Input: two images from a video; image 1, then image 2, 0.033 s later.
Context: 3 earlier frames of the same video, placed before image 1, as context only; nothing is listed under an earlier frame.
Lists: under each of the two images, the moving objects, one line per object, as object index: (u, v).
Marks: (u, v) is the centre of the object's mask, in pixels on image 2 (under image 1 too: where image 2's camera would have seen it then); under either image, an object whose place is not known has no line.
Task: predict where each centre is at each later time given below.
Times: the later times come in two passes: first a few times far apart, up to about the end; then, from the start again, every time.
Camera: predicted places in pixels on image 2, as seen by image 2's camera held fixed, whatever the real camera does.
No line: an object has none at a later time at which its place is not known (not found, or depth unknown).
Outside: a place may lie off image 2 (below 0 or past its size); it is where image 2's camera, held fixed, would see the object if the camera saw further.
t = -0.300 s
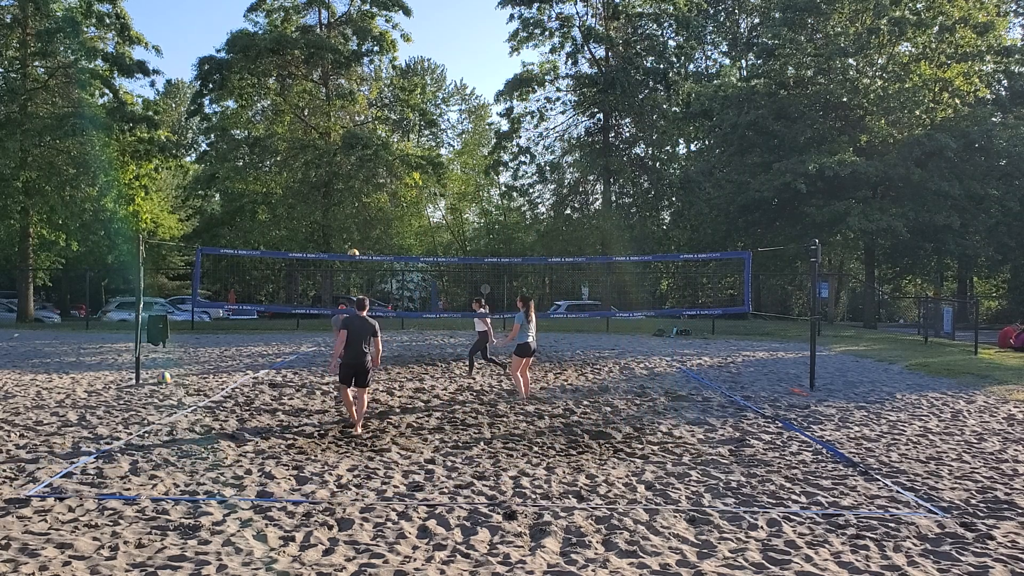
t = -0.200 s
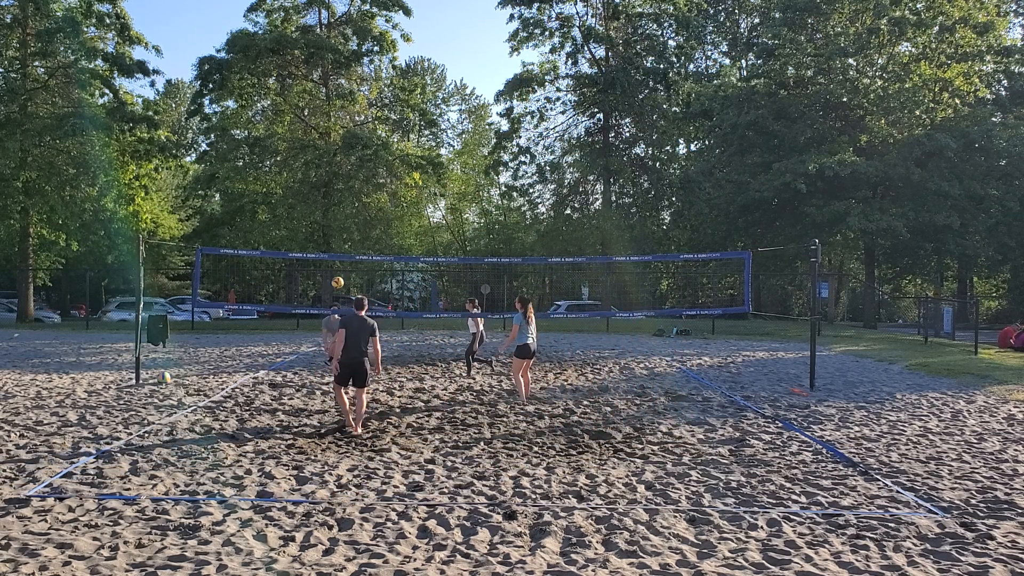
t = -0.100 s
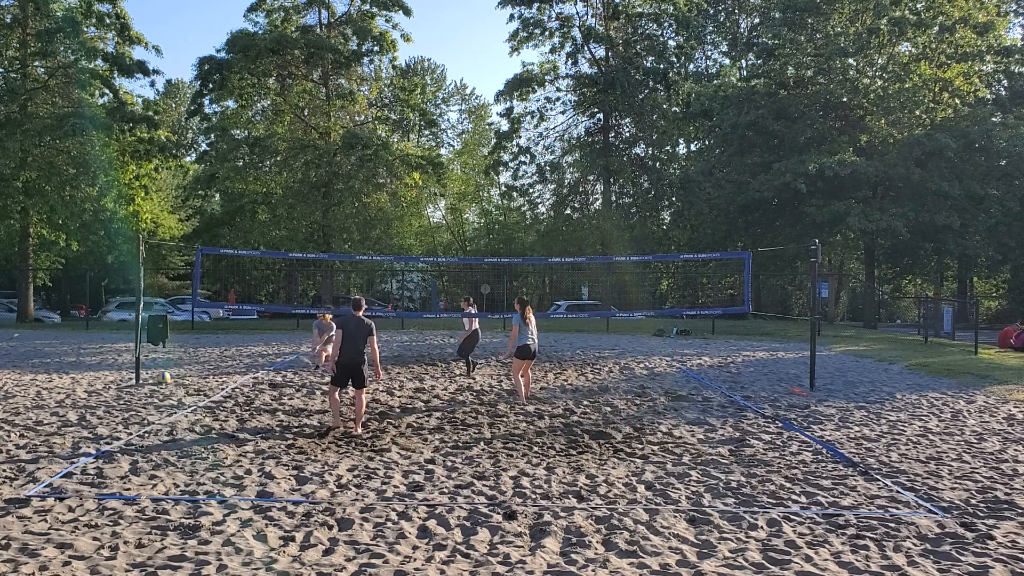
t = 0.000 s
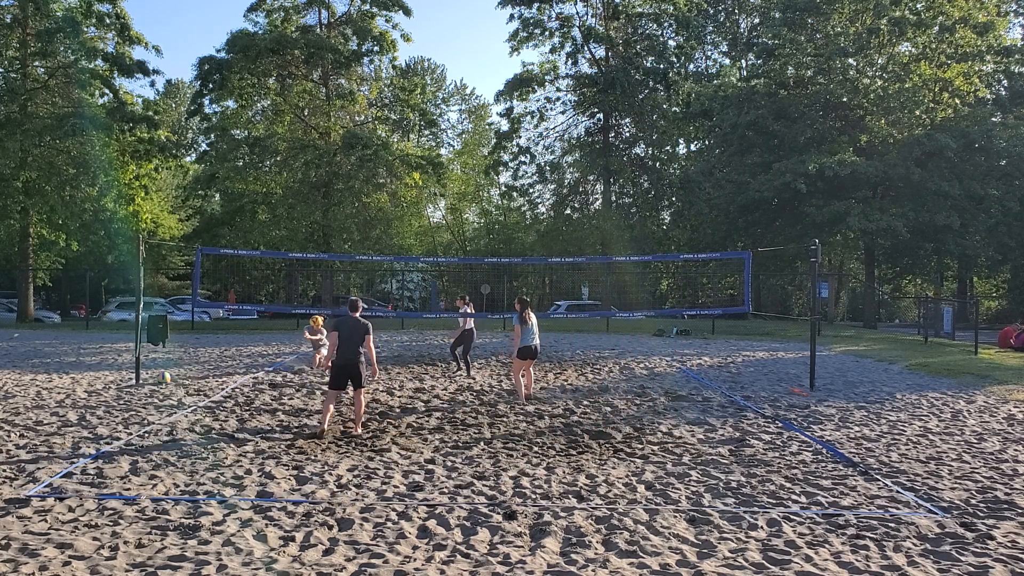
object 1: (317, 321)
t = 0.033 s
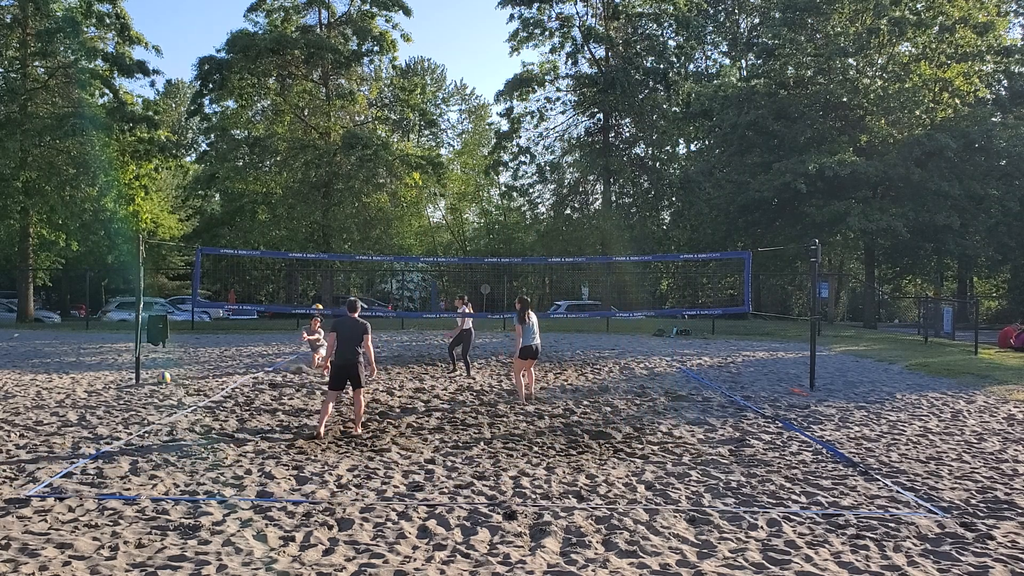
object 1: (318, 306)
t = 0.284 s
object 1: (327, 240)
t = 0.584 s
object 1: (338, 198)
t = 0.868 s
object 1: (348, 202)
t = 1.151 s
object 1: (357, 247)
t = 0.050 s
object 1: (318, 303)
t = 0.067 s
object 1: (318, 298)
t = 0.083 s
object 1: (319, 293)
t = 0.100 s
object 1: (320, 287)
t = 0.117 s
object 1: (320, 283)
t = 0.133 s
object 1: (321, 278)
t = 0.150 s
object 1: (322, 273)
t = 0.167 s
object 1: (322, 268)
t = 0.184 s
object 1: (323, 264)
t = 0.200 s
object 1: (324, 262)
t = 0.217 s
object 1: (325, 252)
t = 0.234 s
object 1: (325, 250)
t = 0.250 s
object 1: (326, 248)
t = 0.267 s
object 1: (326, 244)
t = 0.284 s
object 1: (327, 240)
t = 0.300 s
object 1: (328, 237)
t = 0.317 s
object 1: (328, 233)
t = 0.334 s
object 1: (329, 230)
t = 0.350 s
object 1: (329, 227)
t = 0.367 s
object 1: (330, 224)
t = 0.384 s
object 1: (331, 221)
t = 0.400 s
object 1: (331, 219)
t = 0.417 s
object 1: (332, 216)
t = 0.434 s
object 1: (333, 213)
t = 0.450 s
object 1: (333, 211)
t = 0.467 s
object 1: (334, 209)
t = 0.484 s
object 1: (335, 207)
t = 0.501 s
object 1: (335, 205)
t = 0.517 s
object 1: (336, 204)
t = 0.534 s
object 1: (336, 202)
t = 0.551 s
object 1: (337, 201)
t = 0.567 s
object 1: (337, 200)
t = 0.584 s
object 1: (338, 198)
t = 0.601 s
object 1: (339, 198)
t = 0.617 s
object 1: (339, 196)
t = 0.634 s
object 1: (340, 196)
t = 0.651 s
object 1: (340, 195)
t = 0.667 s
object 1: (341, 195)
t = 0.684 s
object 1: (342, 195)
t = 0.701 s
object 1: (342, 195)
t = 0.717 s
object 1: (343, 195)
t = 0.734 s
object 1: (344, 195)
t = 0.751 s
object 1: (344, 195)
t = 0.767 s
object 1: (345, 196)
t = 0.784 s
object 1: (345, 196)
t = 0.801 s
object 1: (346, 197)
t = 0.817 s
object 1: (347, 198)
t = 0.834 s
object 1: (347, 199)
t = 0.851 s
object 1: (348, 200)
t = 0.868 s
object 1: (348, 202)
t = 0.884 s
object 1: (349, 203)
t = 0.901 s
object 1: (350, 206)
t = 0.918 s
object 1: (350, 207)
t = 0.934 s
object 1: (351, 208)
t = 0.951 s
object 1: (351, 211)
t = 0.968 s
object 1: (352, 213)
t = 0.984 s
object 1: (352, 215)
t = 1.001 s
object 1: (353, 217)
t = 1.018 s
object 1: (354, 220)
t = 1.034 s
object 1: (354, 223)
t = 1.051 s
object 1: (355, 226)
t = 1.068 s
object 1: (355, 229)
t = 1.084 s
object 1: (356, 232)
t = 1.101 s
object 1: (356, 236)
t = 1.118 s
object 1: (357, 239)
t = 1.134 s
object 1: (357, 243)
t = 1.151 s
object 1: (357, 247)
